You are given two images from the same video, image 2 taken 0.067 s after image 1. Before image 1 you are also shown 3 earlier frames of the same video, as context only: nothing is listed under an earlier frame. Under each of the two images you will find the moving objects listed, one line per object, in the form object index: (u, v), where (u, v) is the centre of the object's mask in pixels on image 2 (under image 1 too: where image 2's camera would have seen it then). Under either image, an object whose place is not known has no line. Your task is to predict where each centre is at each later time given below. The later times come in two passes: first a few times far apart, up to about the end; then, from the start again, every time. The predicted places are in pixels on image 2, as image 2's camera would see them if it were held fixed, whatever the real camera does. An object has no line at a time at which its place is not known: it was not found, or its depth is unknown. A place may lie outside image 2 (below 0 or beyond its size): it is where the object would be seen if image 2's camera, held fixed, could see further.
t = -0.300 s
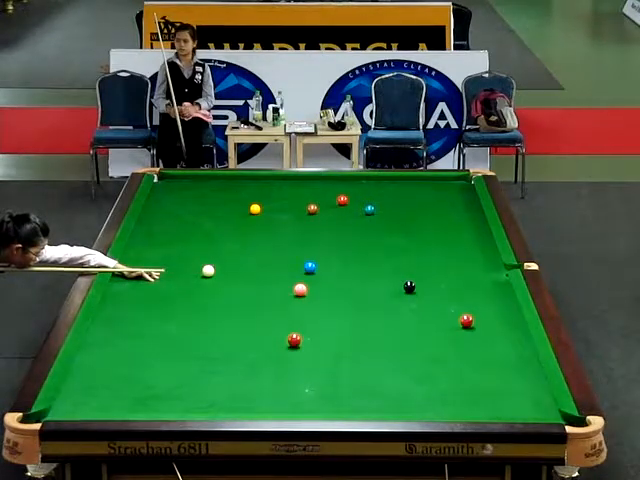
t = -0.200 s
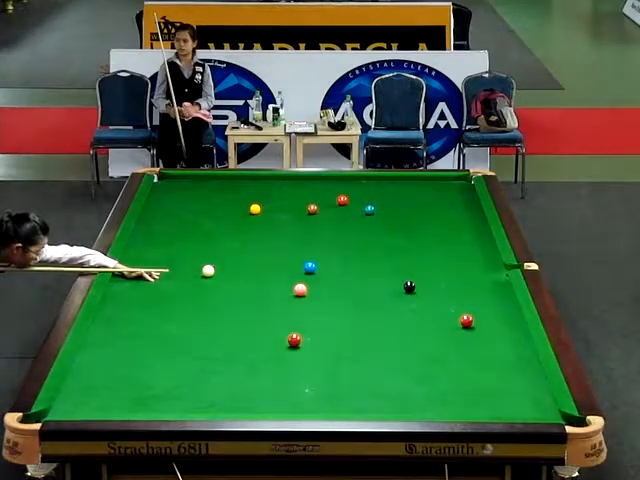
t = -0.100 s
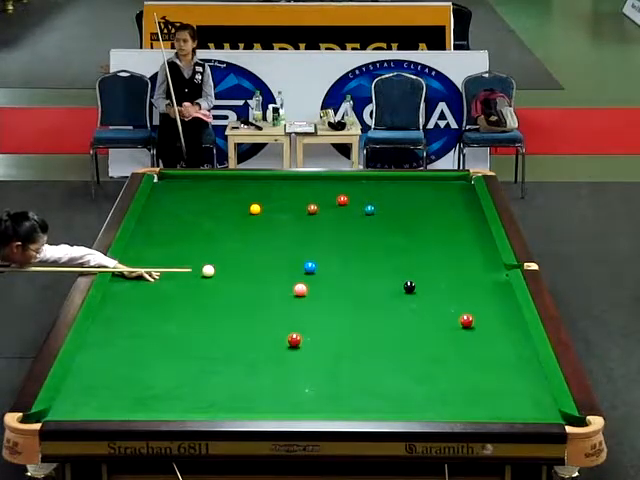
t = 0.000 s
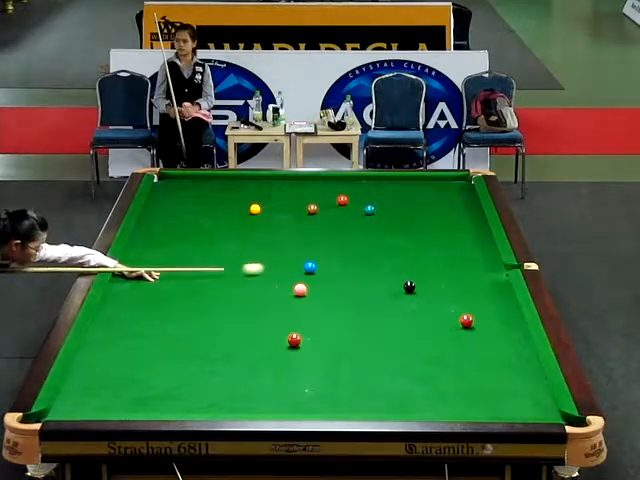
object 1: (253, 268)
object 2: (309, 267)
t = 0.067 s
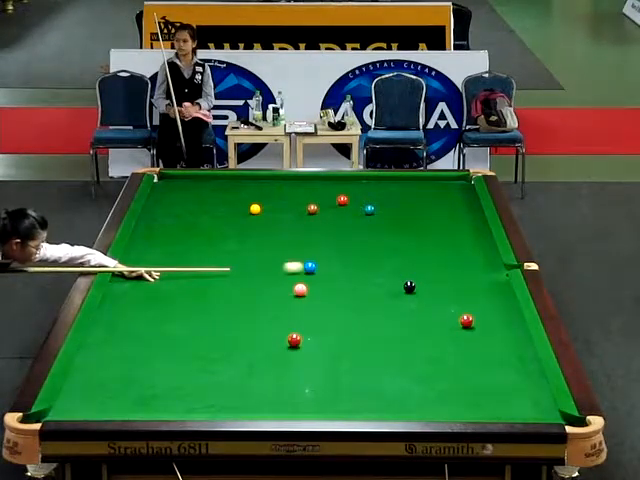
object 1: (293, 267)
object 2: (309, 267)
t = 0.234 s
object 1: (307, 263)
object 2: (391, 267)
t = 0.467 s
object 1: (327, 257)
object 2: (488, 269)
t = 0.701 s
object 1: (347, 252)
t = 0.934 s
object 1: (365, 247)
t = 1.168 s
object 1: (382, 242)
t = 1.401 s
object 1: (398, 238)
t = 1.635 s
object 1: (413, 234)
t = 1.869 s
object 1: (427, 230)
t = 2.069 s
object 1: (439, 227)
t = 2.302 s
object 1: (451, 224)
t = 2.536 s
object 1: (463, 221)
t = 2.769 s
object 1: (474, 218)
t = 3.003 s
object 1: (477, 216)
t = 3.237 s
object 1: (470, 214)
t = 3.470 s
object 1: (464, 213)
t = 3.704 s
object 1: (459, 211)
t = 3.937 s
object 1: (455, 210)
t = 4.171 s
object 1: (451, 209)
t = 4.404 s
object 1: (448, 209)
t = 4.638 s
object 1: (446, 208)
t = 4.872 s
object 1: (445, 208)
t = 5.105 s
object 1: (444, 207)
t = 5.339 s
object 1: (444, 207)
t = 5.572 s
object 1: (444, 207)
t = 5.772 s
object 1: (444, 207)
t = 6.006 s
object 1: (444, 208)
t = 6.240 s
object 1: (444, 207)
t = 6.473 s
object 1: (444, 208)
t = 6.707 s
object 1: (444, 208)
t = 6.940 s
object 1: (444, 208)
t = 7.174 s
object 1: (444, 208)
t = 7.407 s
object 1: (444, 208)
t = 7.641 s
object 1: (444, 208)
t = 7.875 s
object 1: (444, 208)
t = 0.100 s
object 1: (298, 266)
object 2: (323, 266)
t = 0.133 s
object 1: (300, 265)
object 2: (342, 267)
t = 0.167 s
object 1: (302, 264)
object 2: (359, 267)
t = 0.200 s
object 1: (304, 263)
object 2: (375, 267)
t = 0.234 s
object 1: (307, 263)
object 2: (391, 267)
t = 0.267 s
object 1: (310, 262)
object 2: (407, 268)
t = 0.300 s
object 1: (313, 261)
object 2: (422, 268)
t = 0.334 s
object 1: (316, 260)
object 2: (436, 268)
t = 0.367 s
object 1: (319, 259)
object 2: (450, 269)
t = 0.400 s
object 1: (322, 259)
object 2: (463, 269)
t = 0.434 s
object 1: (325, 258)
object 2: (476, 269)
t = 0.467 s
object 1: (327, 257)
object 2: (488, 269)
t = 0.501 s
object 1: (330, 256)
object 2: (502, 269)
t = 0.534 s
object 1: (333, 256)
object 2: (512, 267)
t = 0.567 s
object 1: (335, 255)
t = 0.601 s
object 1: (338, 254)
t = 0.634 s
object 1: (341, 253)
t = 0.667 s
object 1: (344, 253)
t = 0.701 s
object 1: (347, 252)
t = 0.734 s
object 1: (349, 251)
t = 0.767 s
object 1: (352, 250)
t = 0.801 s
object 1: (354, 250)
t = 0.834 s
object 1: (357, 249)
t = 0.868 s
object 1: (360, 248)
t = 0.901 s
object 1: (362, 248)
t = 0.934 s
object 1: (365, 247)
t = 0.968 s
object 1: (367, 246)
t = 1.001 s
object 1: (370, 245)
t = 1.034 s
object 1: (372, 245)
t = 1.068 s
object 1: (375, 244)
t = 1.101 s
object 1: (377, 243)
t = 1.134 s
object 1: (380, 243)
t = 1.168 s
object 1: (382, 242)
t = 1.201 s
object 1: (384, 242)
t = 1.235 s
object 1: (387, 241)
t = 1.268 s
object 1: (389, 240)
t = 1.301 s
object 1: (391, 240)
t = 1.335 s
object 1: (394, 239)
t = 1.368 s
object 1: (396, 238)
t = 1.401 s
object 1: (398, 238)
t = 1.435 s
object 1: (400, 237)
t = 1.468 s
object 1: (403, 237)
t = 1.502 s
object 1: (405, 236)
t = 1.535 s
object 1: (407, 235)
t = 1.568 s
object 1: (409, 235)
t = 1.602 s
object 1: (411, 234)
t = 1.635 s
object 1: (413, 234)
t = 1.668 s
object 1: (415, 233)
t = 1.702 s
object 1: (417, 233)
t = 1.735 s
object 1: (419, 232)
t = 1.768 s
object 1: (421, 232)
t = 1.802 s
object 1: (423, 231)
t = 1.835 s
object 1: (425, 231)
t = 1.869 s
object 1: (427, 230)
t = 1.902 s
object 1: (429, 230)
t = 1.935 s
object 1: (432, 229)
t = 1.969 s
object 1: (433, 229)
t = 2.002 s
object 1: (435, 228)
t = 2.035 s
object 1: (437, 228)
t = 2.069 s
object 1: (439, 227)
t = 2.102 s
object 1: (441, 227)
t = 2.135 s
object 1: (442, 226)
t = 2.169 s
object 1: (444, 226)
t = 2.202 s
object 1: (446, 225)
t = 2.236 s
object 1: (448, 225)
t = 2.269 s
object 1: (450, 224)
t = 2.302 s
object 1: (451, 224)
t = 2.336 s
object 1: (453, 223)
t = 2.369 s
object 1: (455, 223)
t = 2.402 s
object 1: (457, 223)
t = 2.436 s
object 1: (458, 222)
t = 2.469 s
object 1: (460, 222)
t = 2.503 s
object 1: (461, 222)
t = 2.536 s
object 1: (463, 221)
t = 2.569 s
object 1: (465, 221)
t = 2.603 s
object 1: (466, 220)
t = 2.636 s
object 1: (468, 220)
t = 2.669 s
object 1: (469, 219)
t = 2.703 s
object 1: (471, 219)
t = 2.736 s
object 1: (473, 219)
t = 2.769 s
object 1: (474, 218)
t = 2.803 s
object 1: (476, 218)
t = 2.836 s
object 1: (477, 218)
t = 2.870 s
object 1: (478, 217)
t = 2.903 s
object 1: (480, 217)
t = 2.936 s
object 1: (479, 217)
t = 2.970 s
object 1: (478, 216)
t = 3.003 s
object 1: (477, 216)
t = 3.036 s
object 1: (476, 216)
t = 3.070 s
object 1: (475, 216)
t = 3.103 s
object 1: (474, 215)
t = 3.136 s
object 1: (473, 215)
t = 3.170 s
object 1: (472, 215)
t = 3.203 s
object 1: (471, 215)
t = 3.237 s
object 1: (470, 214)
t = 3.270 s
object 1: (469, 214)
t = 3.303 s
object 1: (469, 214)
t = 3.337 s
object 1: (468, 214)
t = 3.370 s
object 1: (467, 214)
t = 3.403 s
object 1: (466, 213)
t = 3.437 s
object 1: (465, 213)
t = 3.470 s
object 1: (464, 213)
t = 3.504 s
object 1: (464, 213)
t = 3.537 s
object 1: (463, 212)
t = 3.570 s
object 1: (462, 212)
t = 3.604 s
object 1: (462, 212)
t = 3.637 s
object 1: (461, 212)
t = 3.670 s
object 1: (460, 212)
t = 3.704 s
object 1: (459, 211)
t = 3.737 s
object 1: (459, 211)
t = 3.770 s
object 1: (458, 211)
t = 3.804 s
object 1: (457, 211)
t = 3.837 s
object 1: (457, 211)
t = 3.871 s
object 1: (456, 211)
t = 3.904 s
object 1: (456, 210)
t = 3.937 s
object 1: (455, 210)
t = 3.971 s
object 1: (454, 210)
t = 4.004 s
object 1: (454, 210)
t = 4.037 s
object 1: (453, 210)
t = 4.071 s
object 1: (453, 210)
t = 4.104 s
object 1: (452, 210)
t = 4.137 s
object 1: (451, 209)
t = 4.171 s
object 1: (451, 209)
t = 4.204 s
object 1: (451, 209)
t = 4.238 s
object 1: (450, 209)
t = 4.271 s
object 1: (450, 209)
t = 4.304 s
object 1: (449, 209)
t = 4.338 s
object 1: (449, 209)
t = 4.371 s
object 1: (449, 209)
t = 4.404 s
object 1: (448, 209)
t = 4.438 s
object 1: (448, 209)
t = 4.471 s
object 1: (447, 209)
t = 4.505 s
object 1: (447, 208)
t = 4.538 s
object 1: (447, 209)
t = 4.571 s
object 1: (446, 208)
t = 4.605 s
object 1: (446, 208)
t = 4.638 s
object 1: (446, 208)
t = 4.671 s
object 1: (446, 208)
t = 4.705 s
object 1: (446, 208)
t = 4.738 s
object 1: (446, 208)
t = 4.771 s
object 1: (445, 208)
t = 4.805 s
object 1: (445, 208)
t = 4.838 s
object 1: (445, 208)
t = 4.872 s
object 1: (445, 208)
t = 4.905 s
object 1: (445, 208)
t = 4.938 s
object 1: (445, 208)
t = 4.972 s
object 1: (444, 208)
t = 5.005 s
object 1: (444, 207)
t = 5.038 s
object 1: (444, 207)
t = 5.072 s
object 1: (444, 207)
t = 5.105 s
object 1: (444, 207)
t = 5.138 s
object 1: (444, 207)
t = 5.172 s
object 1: (444, 207)
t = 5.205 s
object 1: (444, 207)
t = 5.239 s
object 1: (444, 207)
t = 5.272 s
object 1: (444, 207)
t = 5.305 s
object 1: (444, 207)
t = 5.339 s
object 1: (444, 207)
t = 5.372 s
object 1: (444, 207)
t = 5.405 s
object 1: (444, 207)
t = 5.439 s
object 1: (444, 207)
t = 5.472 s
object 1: (444, 207)
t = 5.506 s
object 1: (444, 207)
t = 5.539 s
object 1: (444, 208)
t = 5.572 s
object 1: (444, 207)
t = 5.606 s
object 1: (444, 207)
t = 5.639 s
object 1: (444, 207)
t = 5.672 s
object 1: (444, 207)
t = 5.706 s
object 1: (444, 208)
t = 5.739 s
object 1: (444, 207)
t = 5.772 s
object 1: (444, 207)
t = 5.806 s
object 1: (444, 207)
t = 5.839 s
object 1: (444, 207)
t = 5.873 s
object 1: (444, 207)
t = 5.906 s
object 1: (444, 208)
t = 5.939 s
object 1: (444, 208)
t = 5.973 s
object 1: (444, 208)
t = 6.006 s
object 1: (444, 208)
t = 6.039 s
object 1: (444, 208)
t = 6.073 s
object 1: (444, 208)
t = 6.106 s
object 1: (444, 208)
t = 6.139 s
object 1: (444, 208)
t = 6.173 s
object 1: (444, 208)
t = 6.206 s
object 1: (444, 208)
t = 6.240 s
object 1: (444, 207)
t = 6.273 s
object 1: (444, 207)
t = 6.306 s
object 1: (444, 207)
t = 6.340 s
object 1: (444, 207)
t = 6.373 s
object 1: (444, 207)
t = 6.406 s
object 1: (444, 207)
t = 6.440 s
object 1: (444, 208)
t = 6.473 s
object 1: (444, 208)
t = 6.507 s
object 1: (444, 208)
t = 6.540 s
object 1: (444, 208)
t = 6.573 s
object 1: (444, 208)
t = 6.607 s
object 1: (444, 208)
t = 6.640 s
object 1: (444, 208)
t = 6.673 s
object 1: (444, 208)
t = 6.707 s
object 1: (444, 208)
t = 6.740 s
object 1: (444, 208)
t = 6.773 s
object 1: (444, 208)
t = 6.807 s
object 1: (444, 208)
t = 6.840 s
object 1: (444, 208)
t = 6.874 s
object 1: (444, 208)
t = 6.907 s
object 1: (444, 208)
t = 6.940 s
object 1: (444, 208)
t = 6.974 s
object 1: (444, 208)
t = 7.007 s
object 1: (444, 208)
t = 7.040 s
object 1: (444, 208)
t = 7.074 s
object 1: (444, 208)
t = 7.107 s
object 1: (444, 208)
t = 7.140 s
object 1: (444, 208)
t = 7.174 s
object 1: (444, 208)
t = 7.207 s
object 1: (444, 208)
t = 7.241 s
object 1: (444, 208)
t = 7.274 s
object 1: (444, 208)
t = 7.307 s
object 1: (444, 208)
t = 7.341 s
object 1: (444, 208)
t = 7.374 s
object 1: (444, 208)
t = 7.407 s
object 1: (444, 208)
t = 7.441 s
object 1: (444, 208)
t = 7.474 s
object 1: (444, 208)
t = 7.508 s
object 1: (444, 208)
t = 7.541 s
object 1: (444, 208)
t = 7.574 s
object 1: (444, 208)
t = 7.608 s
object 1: (444, 208)
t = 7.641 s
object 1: (444, 208)
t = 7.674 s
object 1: (444, 208)
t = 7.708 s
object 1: (444, 208)
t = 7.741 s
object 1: (444, 208)
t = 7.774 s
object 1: (444, 208)
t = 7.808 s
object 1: (444, 208)
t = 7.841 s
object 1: (444, 208)
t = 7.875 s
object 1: (444, 208)
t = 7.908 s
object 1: (444, 208)
